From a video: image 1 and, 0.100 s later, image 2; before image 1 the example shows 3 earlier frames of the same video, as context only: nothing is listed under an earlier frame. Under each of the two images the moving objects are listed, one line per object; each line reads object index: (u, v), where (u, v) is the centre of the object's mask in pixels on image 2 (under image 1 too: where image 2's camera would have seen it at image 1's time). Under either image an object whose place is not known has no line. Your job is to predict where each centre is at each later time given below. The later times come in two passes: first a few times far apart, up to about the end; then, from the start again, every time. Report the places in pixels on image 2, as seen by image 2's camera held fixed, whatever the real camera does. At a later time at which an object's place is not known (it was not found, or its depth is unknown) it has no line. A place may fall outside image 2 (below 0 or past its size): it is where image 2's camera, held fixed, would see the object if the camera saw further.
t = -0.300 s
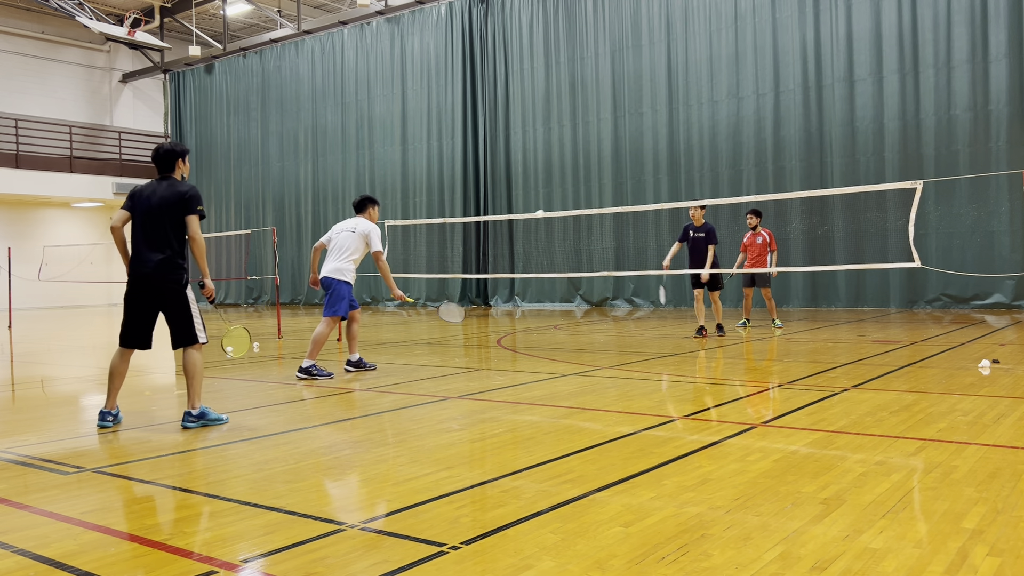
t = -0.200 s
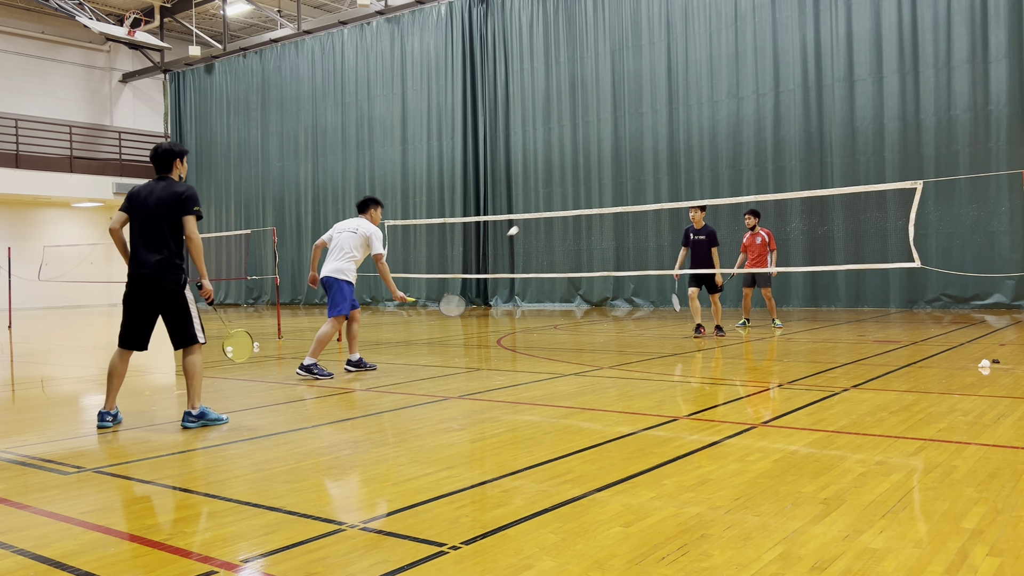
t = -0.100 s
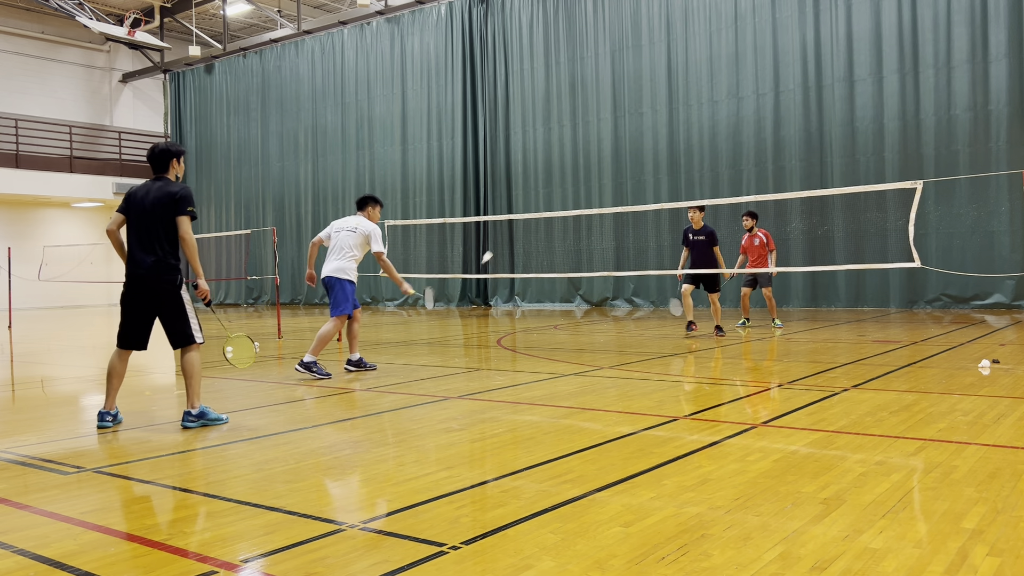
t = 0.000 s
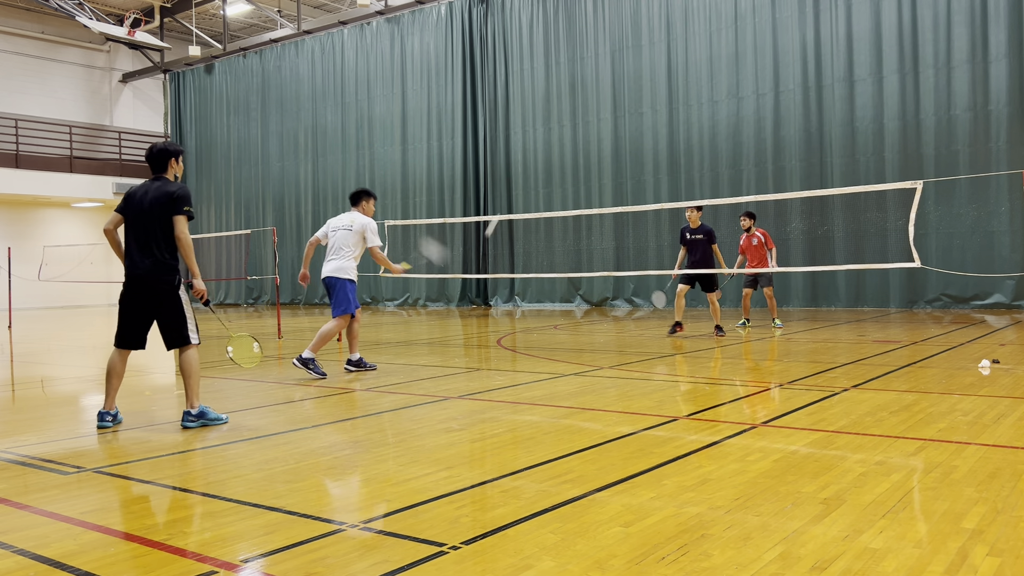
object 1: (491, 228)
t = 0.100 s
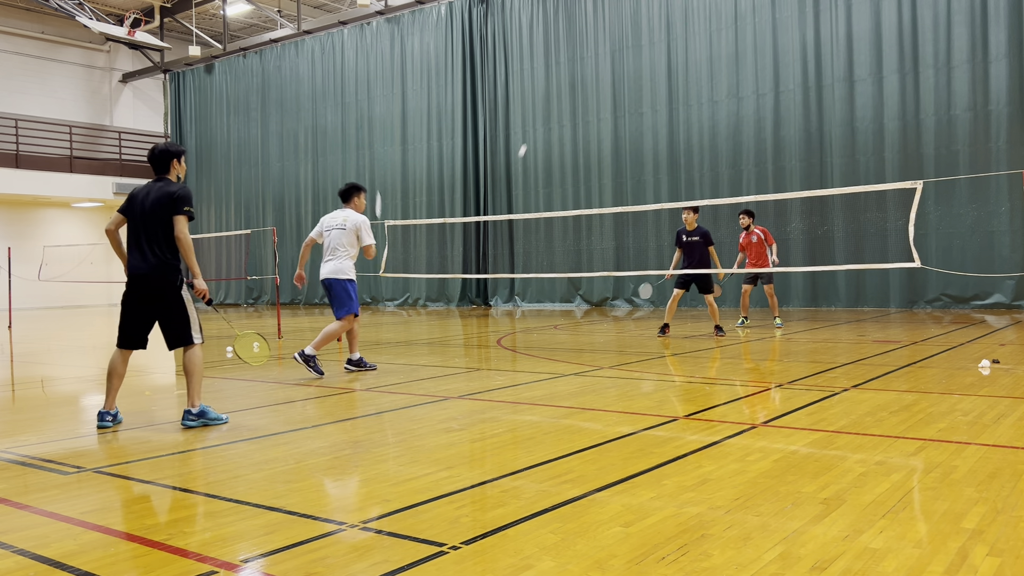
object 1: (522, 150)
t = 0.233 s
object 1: (542, 106)
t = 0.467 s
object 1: (563, 88)
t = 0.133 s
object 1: (529, 135)
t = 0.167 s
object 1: (534, 124)
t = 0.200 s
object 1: (538, 114)
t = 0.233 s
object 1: (542, 106)
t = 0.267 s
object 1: (546, 100)
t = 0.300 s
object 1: (549, 95)
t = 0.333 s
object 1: (552, 92)
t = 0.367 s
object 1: (556, 89)
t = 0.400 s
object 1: (558, 88)
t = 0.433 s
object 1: (561, 88)
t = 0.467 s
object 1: (563, 88)
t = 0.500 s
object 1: (565, 89)
